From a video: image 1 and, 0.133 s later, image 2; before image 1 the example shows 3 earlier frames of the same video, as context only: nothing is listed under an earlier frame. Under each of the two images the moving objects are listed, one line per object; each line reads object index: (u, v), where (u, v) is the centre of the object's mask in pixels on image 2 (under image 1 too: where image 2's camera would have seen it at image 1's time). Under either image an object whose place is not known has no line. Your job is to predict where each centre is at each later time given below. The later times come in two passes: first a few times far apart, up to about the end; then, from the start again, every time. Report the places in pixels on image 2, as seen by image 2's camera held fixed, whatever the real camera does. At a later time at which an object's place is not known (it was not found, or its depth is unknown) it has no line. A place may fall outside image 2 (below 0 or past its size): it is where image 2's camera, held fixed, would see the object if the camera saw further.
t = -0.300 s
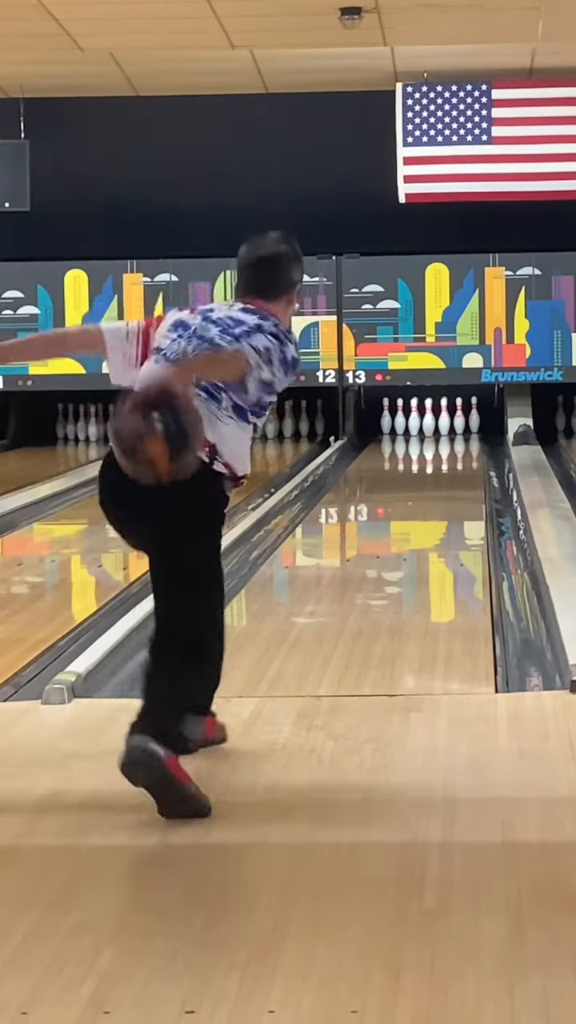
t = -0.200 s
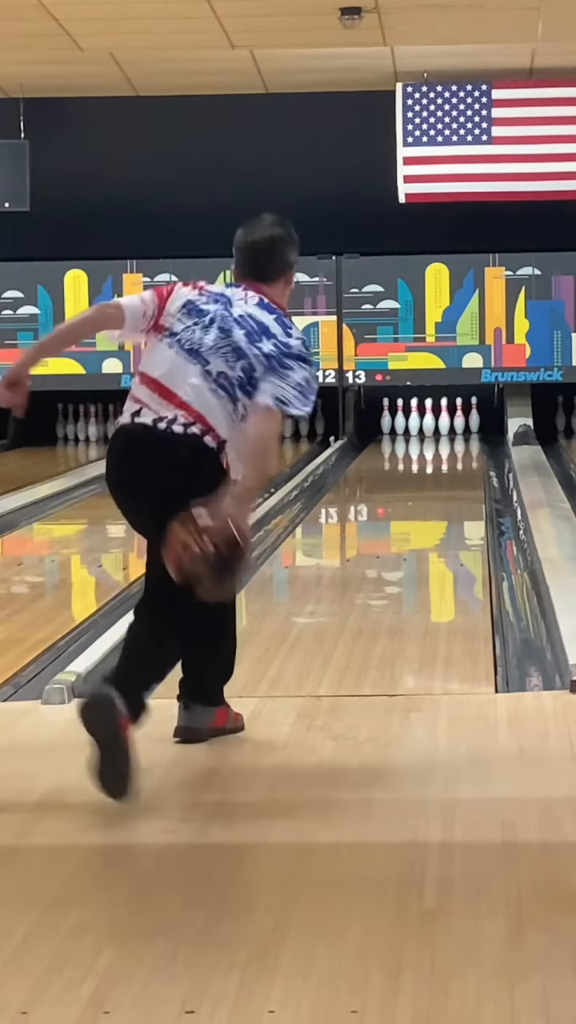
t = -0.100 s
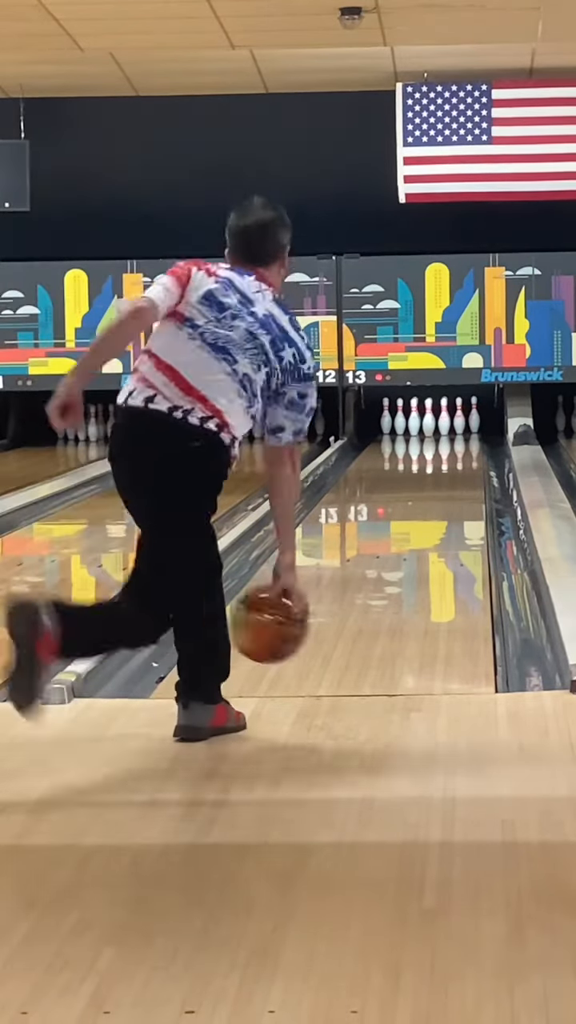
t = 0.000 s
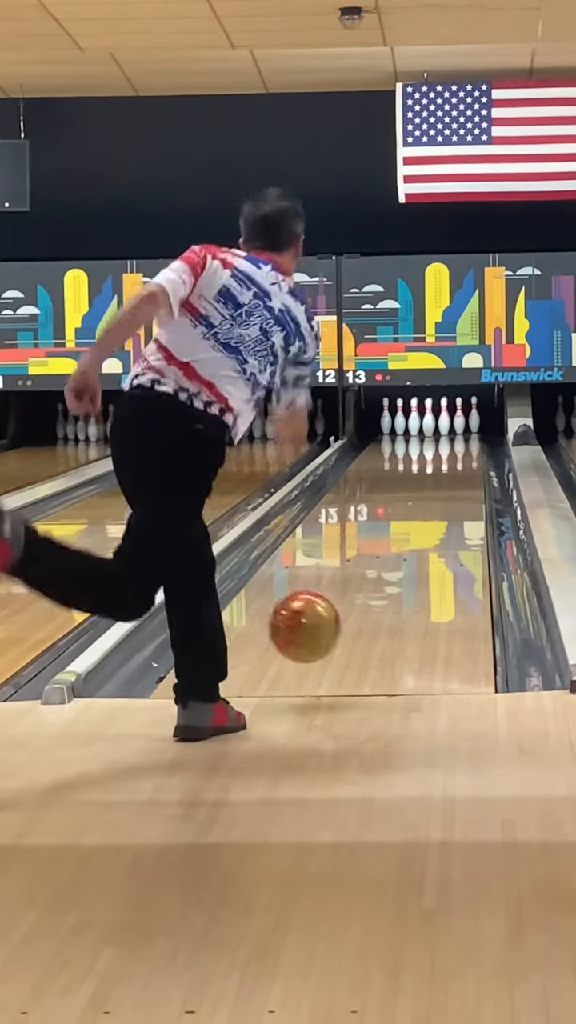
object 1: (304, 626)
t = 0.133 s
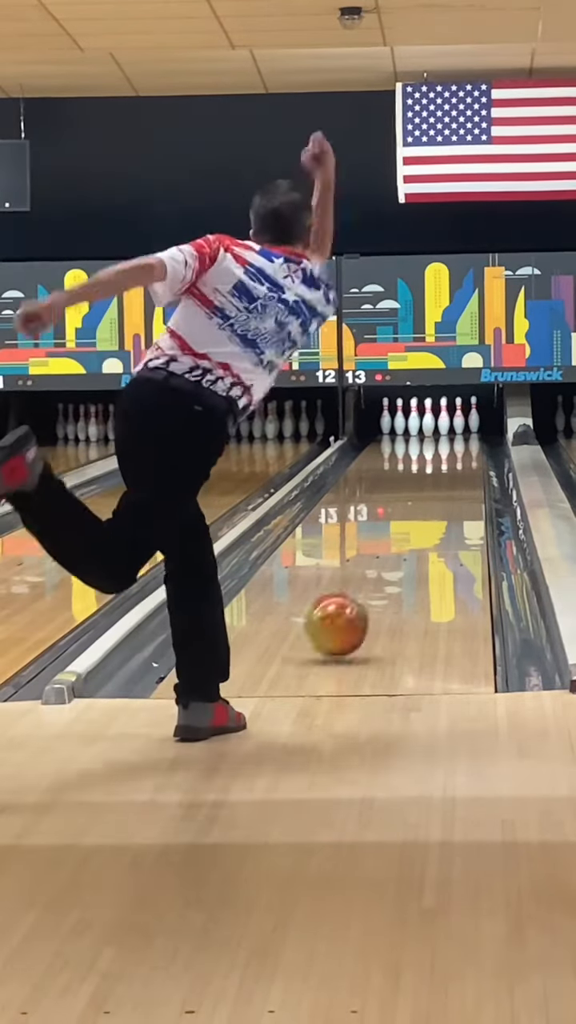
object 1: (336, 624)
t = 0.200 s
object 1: (350, 612)
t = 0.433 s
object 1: (386, 568)
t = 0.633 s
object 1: (406, 540)
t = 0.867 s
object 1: (424, 515)
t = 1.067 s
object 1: (434, 497)
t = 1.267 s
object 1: (443, 484)
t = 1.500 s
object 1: (449, 470)
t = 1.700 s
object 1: (453, 460)
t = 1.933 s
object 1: (456, 450)
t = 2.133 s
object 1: (455, 442)
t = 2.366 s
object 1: (451, 435)
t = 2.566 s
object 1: (445, 431)
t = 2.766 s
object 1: (442, 426)
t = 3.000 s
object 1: (443, 421)
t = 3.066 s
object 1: (444, 425)
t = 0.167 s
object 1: (343, 617)
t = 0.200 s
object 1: (350, 612)
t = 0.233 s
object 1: (356, 606)
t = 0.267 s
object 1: (361, 600)
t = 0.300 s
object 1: (369, 594)
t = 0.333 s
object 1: (372, 586)
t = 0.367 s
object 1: (377, 580)
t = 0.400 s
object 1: (382, 574)
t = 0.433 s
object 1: (386, 568)
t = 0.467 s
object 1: (389, 564)
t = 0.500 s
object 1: (393, 559)
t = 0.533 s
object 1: (396, 554)
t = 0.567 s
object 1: (400, 549)
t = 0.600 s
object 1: (403, 544)
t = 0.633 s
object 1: (406, 540)
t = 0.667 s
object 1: (409, 536)
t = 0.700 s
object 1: (412, 533)
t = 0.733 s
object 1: (414, 529)
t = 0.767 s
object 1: (417, 525)
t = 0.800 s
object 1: (419, 522)
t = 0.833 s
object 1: (421, 518)
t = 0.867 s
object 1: (424, 515)
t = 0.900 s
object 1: (426, 513)
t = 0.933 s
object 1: (429, 509)
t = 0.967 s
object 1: (430, 507)
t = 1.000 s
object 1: (431, 504)
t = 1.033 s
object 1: (433, 501)
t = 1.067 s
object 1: (434, 497)
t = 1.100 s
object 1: (436, 495)
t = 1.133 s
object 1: (438, 493)
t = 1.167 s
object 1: (438, 491)
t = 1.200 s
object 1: (440, 489)
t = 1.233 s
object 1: (441, 486)
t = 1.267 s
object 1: (443, 484)
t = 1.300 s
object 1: (445, 481)
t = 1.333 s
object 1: (445, 480)
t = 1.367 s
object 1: (446, 478)
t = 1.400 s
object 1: (446, 476)
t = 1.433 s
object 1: (448, 474)
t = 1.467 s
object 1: (449, 473)
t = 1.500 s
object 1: (449, 470)
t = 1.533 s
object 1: (450, 468)
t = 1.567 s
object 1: (450, 467)
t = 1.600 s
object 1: (452, 465)
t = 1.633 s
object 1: (452, 464)
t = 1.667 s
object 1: (453, 462)
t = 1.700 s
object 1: (453, 460)
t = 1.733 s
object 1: (453, 458)
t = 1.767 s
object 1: (454, 456)
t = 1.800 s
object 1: (455, 455)
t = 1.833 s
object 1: (455, 454)
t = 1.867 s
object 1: (455, 452)
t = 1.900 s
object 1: (455, 451)
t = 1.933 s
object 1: (456, 450)
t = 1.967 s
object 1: (456, 448)
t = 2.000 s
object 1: (455, 448)
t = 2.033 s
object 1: (455, 447)
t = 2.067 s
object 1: (456, 445)
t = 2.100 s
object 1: (455, 444)
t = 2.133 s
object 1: (455, 442)
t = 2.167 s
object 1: (455, 441)
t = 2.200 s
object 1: (455, 441)
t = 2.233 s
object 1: (454, 439)
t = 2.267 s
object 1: (453, 439)
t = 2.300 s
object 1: (453, 437)
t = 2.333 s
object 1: (452, 436)
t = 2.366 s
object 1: (451, 435)
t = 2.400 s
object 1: (450, 434)
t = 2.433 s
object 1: (450, 434)
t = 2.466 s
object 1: (449, 433)
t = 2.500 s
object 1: (448, 432)
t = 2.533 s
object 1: (446, 431)
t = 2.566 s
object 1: (445, 431)
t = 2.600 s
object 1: (444, 430)
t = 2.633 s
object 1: (443, 430)
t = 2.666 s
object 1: (442, 429)
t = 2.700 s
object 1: (442, 428)
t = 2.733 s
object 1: (441, 428)
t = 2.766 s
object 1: (442, 426)
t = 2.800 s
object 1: (443, 425)
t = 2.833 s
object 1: (443, 425)
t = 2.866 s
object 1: (442, 426)
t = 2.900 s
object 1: (445, 426)
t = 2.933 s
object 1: (445, 424)
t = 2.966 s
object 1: (444, 423)
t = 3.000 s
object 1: (443, 421)
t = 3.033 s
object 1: (443, 423)
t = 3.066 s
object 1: (444, 425)
